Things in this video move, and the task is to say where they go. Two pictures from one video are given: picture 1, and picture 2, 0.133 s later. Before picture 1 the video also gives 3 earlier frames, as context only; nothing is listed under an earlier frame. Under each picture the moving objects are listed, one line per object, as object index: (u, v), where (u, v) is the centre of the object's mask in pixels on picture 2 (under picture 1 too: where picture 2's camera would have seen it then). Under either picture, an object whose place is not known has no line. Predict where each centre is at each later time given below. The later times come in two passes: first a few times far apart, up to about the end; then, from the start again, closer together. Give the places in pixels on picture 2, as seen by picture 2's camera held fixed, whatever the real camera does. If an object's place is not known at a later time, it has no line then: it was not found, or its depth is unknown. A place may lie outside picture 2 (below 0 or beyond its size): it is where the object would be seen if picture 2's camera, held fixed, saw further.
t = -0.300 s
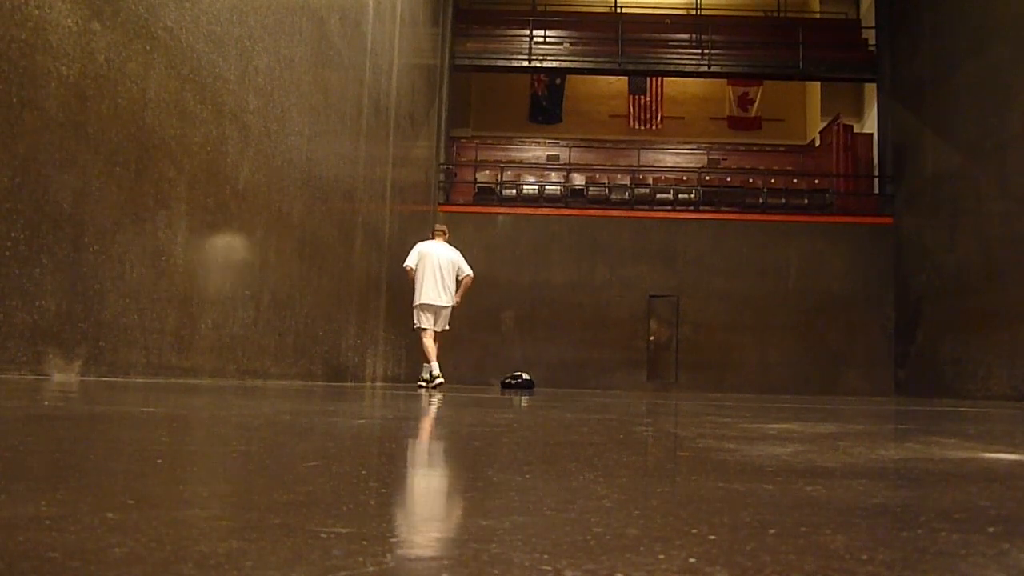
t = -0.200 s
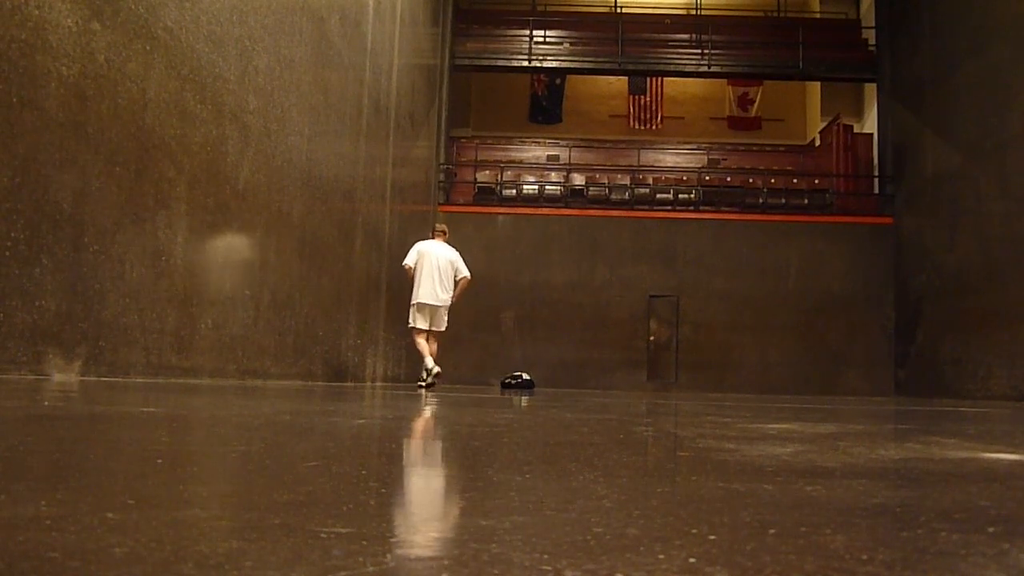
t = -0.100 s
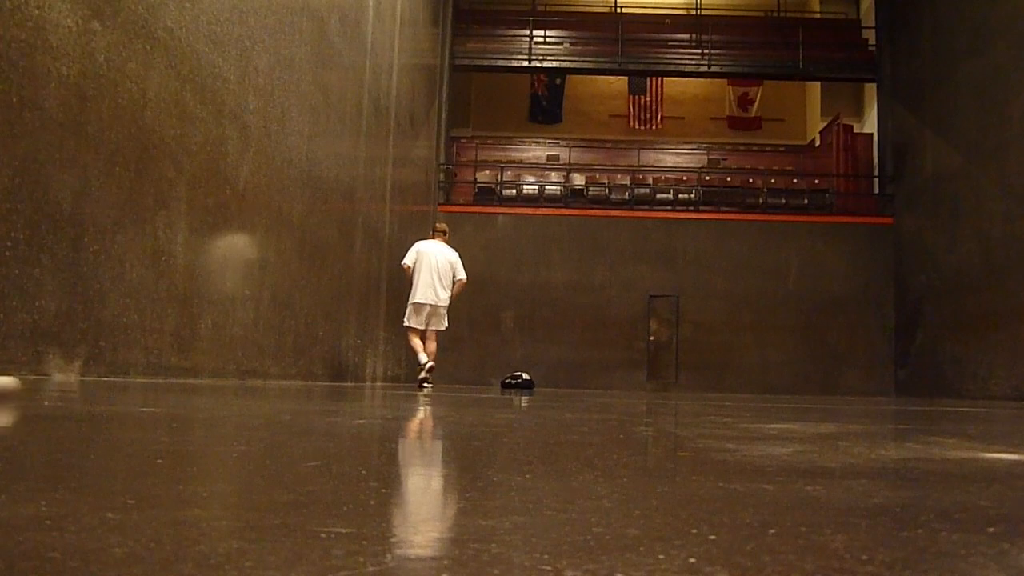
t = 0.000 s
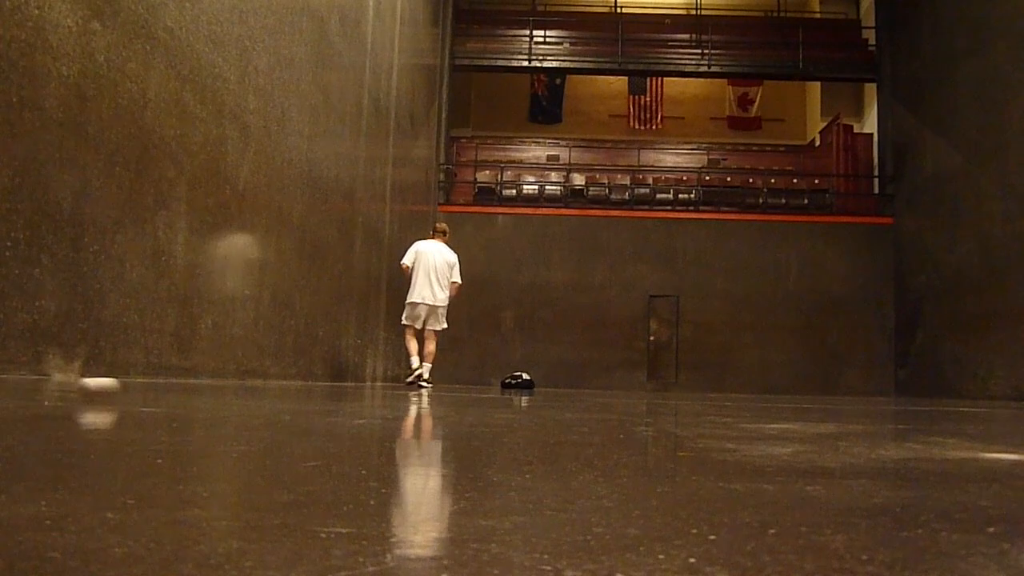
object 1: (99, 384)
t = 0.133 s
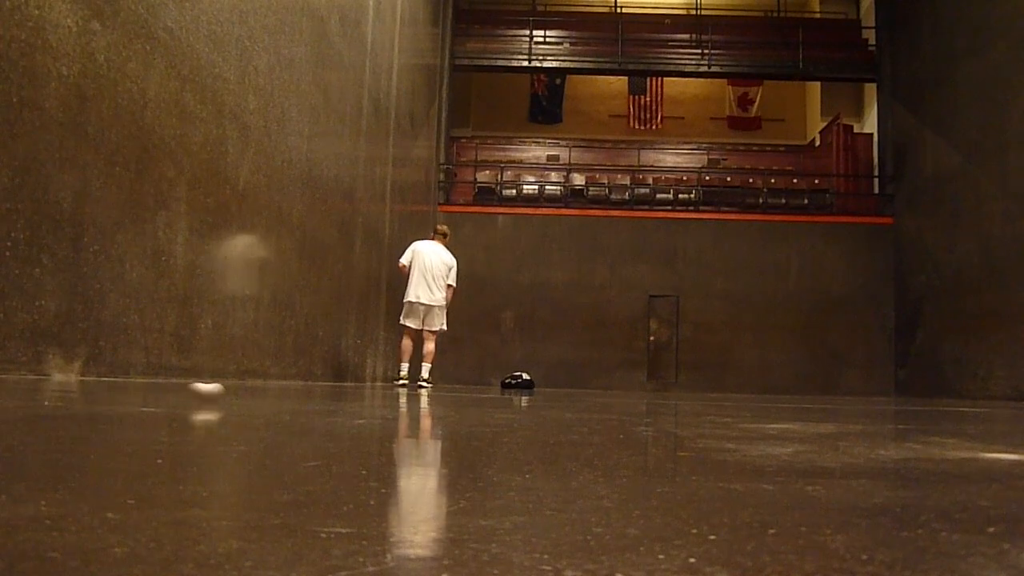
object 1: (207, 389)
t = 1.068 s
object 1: (568, 397)
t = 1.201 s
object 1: (595, 398)
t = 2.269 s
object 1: (728, 399)
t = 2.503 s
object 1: (746, 399)
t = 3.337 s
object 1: (793, 399)
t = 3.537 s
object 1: (802, 399)
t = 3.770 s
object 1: (812, 399)
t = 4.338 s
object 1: (831, 399)
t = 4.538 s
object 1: (838, 399)
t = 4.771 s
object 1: (844, 399)
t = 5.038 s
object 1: (849, 399)
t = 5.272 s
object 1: (855, 400)
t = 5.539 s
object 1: (859, 399)
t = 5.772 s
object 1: (863, 399)
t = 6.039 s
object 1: (869, 399)
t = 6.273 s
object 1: (873, 400)
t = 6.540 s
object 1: (875, 400)
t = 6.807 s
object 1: (880, 400)
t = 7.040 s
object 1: (884, 400)
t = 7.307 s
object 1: (886, 400)
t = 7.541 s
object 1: (888, 400)
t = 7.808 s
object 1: (891, 400)
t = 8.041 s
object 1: (893, 401)
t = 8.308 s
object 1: (896, 401)
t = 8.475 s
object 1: (897, 402)
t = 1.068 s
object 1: (568, 397)
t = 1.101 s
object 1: (575, 397)
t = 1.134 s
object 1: (582, 397)
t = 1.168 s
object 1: (588, 397)
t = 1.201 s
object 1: (595, 398)
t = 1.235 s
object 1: (601, 398)
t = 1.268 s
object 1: (607, 398)
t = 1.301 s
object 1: (613, 398)
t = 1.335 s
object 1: (618, 398)
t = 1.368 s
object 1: (624, 398)
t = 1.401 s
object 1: (629, 398)
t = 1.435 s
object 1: (635, 398)
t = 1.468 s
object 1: (640, 398)
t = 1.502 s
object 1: (644, 398)
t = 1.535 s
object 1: (649, 398)
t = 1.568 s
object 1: (654, 398)
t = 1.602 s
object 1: (659, 398)
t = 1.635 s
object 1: (663, 398)
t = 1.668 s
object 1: (667, 398)
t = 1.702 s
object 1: (671, 398)
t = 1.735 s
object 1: (675, 398)
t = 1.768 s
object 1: (679, 398)
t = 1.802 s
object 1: (683, 398)
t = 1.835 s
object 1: (687, 398)
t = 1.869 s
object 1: (690, 398)
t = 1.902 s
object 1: (694, 398)
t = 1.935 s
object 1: (698, 398)
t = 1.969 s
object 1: (701, 398)
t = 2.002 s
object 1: (704, 398)
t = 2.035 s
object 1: (708, 398)
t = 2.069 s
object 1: (711, 398)
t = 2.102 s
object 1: (714, 398)
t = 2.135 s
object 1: (717, 398)
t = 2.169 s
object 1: (720, 398)
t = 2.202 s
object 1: (723, 398)
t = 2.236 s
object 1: (726, 398)
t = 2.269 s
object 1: (728, 399)
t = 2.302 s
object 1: (731, 399)
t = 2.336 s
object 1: (733, 398)
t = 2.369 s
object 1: (736, 398)
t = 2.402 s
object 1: (739, 399)
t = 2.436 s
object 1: (741, 399)
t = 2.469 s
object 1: (744, 399)
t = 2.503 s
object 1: (746, 399)
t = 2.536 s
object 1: (747, 399)
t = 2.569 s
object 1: (749, 399)
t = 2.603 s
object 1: (752, 399)
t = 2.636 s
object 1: (755, 399)
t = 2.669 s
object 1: (757, 399)
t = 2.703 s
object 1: (759, 399)
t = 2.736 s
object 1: (761, 399)
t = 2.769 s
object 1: (762, 399)
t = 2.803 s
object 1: (765, 399)
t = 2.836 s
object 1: (768, 399)
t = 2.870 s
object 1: (770, 399)
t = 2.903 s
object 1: (771, 399)
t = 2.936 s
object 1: (773, 399)
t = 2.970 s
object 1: (775, 399)
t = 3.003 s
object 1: (776, 399)
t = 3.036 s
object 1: (778, 399)
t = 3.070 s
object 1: (780, 399)
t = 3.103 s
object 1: (783, 399)
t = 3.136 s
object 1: (785, 399)
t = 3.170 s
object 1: (786, 399)
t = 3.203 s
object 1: (788, 399)
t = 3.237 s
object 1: (789, 399)
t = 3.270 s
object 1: (790, 399)
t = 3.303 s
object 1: (792, 399)
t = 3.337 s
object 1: (793, 399)
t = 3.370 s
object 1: (795, 399)
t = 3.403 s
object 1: (797, 399)
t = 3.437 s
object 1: (798, 399)
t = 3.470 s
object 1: (800, 399)
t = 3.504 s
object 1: (801, 399)
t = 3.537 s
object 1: (802, 399)
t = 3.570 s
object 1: (804, 399)
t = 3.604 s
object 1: (805, 399)
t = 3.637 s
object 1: (806, 399)
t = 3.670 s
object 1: (808, 399)
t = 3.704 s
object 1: (810, 399)
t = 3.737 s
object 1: (811, 399)
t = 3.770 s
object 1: (812, 399)
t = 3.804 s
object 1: (814, 399)
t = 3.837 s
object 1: (815, 399)
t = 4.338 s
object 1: (831, 399)
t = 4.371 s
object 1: (832, 399)
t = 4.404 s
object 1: (833, 399)
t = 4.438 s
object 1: (834, 399)
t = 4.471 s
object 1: (835, 399)
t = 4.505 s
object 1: (837, 399)
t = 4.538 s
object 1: (838, 399)
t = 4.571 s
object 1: (839, 399)
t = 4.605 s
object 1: (840, 399)
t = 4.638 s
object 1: (841, 399)
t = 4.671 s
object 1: (842, 399)
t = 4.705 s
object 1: (842, 399)
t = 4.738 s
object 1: (843, 399)
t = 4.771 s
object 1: (844, 399)
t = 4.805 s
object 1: (844, 399)
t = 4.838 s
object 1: (845, 399)
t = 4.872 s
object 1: (845, 399)
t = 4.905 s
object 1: (846, 399)
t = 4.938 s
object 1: (847, 399)
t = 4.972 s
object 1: (847, 399)
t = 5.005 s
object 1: (848, 399)
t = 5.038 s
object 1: (849, 399)
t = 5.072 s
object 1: (850, 399)
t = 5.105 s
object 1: (852, 399)
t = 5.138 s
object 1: (853, 399)
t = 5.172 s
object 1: (854, 399)
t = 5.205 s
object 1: (854, 399)
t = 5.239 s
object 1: (855, 400)
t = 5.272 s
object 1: (855, 400)
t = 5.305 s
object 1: (856, 399)
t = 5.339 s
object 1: (856, 400)
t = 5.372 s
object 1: (857, 399)
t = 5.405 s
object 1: (858, 400)
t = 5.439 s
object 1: (858, 400)
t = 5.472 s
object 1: (859, 400)
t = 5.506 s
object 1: (859, 399)
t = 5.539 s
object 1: (859, 399)
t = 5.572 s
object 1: (860, 399)
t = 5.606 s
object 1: (860, 399)
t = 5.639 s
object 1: (861, 399)
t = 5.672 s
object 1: (862, 399)
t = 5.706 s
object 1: (862, 399)
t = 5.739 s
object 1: (862, 399)
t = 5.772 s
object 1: (863, 399)
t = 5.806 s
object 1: (864, 400)
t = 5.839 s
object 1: (865, 400)
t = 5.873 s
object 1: (867, 399)
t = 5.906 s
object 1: (867, 399)
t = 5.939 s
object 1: (868, 400)
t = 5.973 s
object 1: (868, 400)
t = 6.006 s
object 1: (869, 399)
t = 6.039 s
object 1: (869, 399)
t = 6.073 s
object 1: (870, 400)
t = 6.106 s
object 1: (871, 400)
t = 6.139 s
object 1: (871, 400)
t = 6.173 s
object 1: (871, 400)
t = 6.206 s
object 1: (872, 400)
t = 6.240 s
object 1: (872, 400)
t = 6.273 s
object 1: (873, 400)
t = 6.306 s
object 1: (873, 400)
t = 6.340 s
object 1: (874, 400)
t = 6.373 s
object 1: (874, 400)
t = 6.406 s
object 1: (875, 400)
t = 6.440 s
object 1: (875, 400)
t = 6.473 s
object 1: (875, 400)
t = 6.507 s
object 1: (875, 400)
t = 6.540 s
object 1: (875, 400)
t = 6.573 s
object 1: (876, 400)
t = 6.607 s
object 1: (876, 400)
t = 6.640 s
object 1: (877, 400)
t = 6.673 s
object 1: (877, 400)
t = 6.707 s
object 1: (878, 400)
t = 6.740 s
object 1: (879, 400)
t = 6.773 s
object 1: (879, 400)
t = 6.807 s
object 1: (880, 400)
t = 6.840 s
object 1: (882, 400)
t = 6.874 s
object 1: (882, 400)
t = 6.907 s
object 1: (883, 400)
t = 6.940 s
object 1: (883, 400)
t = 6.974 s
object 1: (883, 400)
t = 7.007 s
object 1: (884, 400)
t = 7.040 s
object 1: (884, 400)
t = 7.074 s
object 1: (884, 400)
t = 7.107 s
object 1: (885, 400)
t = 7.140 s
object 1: (885, 400)
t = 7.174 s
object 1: (885, 400)
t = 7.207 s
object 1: (886, 400)
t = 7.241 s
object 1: (886, 400)
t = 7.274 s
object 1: (886, 400)
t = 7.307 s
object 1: (886, 400)
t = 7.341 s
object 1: (887, 400)
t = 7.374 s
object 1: (887, 400)
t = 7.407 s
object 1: (887, 400)
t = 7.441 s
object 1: (888, 400)
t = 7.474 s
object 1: (888, 400)
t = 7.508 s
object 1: (888, 400)
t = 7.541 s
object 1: (888, 400)
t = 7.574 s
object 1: (888, 400)
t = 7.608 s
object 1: (889, 400)
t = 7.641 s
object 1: (889, 400)
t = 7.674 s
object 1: (890, 400)
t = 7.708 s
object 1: (890, 400)
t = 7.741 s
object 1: (890, 400)
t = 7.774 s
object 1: (890, 400)
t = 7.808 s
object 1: (891, 400)
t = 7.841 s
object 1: (891, 400)
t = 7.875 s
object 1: (892, 400)
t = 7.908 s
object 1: (892, 400)
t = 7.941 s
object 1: (892, 400)
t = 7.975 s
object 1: (893, 400)
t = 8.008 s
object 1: (893, 401)
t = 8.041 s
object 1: (893, 401)
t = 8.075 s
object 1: (893, 401)
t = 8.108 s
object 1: (894, 401)
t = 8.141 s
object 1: (894, 401)
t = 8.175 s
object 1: (895, 401)
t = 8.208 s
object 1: (895, 401)
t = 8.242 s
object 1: (896, 401)
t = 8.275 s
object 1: (896, 400)
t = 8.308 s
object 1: (896, 401)
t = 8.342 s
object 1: (896, 401)
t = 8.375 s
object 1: (897, 401)
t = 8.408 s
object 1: (897, 402)
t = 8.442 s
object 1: (897, 402)
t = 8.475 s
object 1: (897, 402)
